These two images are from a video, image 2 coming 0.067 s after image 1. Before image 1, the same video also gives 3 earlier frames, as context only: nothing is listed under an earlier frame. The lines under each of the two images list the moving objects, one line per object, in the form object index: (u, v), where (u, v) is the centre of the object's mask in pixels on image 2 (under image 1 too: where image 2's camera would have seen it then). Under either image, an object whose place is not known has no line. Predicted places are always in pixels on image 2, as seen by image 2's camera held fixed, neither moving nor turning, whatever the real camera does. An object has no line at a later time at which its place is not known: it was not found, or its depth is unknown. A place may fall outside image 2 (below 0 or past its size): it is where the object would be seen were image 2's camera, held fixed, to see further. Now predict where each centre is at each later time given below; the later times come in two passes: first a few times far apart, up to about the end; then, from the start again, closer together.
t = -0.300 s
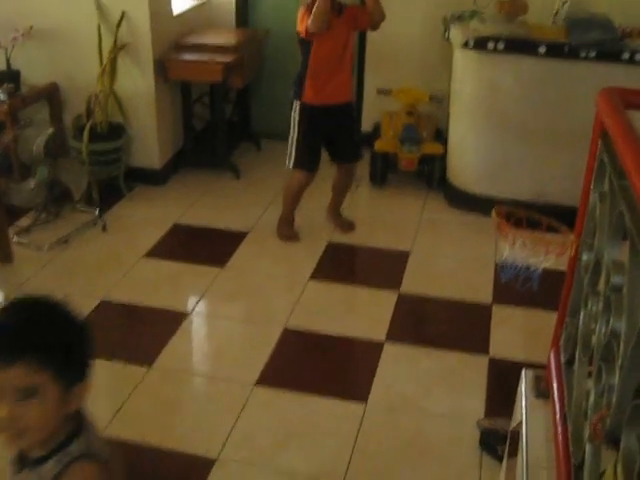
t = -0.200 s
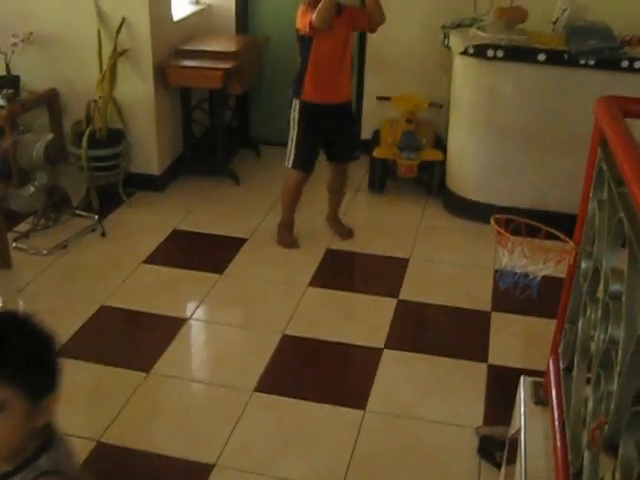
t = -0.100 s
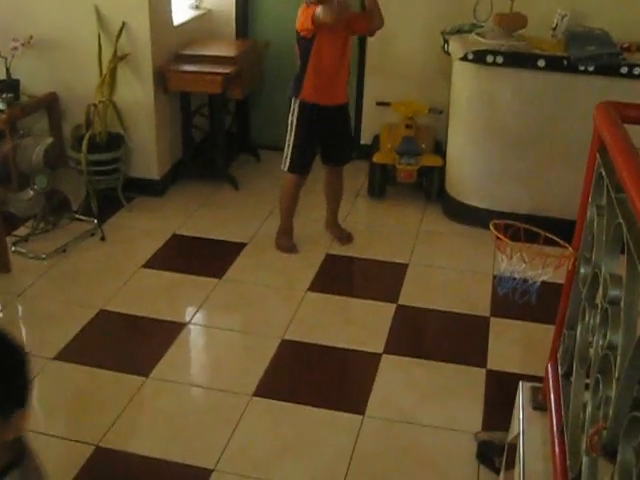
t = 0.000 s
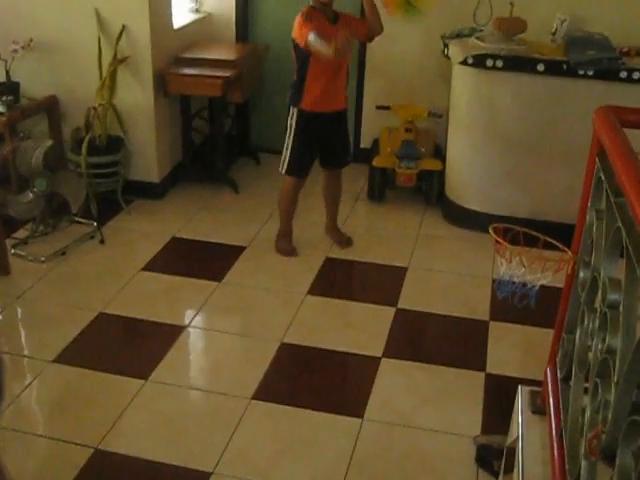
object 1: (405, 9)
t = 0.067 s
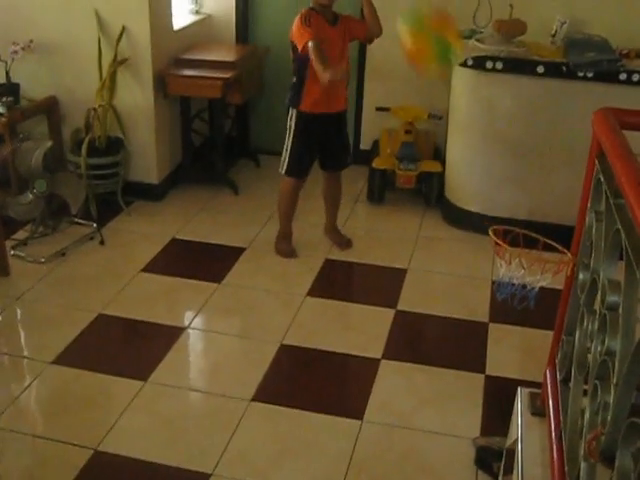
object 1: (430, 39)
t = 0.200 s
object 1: (492, 202)
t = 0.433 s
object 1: (533, 173)
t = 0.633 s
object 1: (546, 150)
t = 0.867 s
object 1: (530, 239)
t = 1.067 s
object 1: (532, 214)
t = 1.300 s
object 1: (538, 224)
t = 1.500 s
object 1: (525, 340)
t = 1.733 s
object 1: (507, 360)
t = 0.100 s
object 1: (443, 73)
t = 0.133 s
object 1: (459, 110)
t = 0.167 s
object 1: (474, 154)
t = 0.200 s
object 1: (492, 202)
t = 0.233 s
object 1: (502, 242)
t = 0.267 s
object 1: (515, 267)
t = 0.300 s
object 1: (520, 262)
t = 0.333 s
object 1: (519, 236)
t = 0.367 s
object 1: (524, 212)
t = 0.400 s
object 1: (527, 191)
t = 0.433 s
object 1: (533, 173)
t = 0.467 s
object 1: (537, 157)
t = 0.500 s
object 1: (540, 147)
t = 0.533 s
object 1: (542, 142)
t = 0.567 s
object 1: (544, 141)
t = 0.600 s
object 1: (546, 142)
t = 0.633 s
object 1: (546, 150)
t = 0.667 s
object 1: (545, 161)
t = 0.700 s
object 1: (544, 177)
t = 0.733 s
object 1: (543, 197)
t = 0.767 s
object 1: (539, 218)
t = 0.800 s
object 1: (537, 241)
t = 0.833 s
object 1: (533, 245)
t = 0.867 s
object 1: (530, 239)
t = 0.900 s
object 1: (526, 231)
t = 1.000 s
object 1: (529, 219)
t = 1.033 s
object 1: (531, 217)
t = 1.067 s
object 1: (532, 214)
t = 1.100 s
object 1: (533, 210)
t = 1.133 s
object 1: (535, 204)
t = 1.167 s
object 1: (537, 202)
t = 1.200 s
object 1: (538, 202)
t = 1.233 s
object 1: (539, 206)
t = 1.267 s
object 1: (539, 215)
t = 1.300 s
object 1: (538, 224)
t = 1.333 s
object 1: (538, 237)
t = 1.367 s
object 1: (537, 250)
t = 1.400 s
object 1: (536, 276)
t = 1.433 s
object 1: (531, 306)
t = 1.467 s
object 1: (528, 319)
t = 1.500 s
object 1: (525, 340)
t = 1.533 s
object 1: (519, 369)
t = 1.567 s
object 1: (505, 396)
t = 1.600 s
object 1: (498, 419)
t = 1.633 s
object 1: (499, 407)
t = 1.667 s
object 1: (502, 389)
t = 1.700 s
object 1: (507, 372)
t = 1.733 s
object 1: (507, 360)
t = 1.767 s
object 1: (507, 347)
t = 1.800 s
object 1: (505, 339)
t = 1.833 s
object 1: (502, 334)
